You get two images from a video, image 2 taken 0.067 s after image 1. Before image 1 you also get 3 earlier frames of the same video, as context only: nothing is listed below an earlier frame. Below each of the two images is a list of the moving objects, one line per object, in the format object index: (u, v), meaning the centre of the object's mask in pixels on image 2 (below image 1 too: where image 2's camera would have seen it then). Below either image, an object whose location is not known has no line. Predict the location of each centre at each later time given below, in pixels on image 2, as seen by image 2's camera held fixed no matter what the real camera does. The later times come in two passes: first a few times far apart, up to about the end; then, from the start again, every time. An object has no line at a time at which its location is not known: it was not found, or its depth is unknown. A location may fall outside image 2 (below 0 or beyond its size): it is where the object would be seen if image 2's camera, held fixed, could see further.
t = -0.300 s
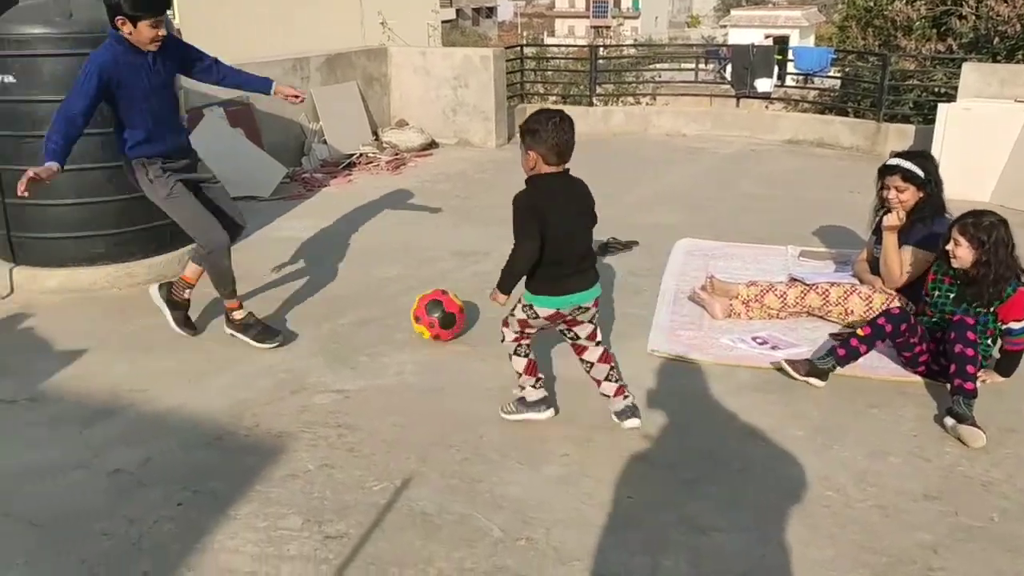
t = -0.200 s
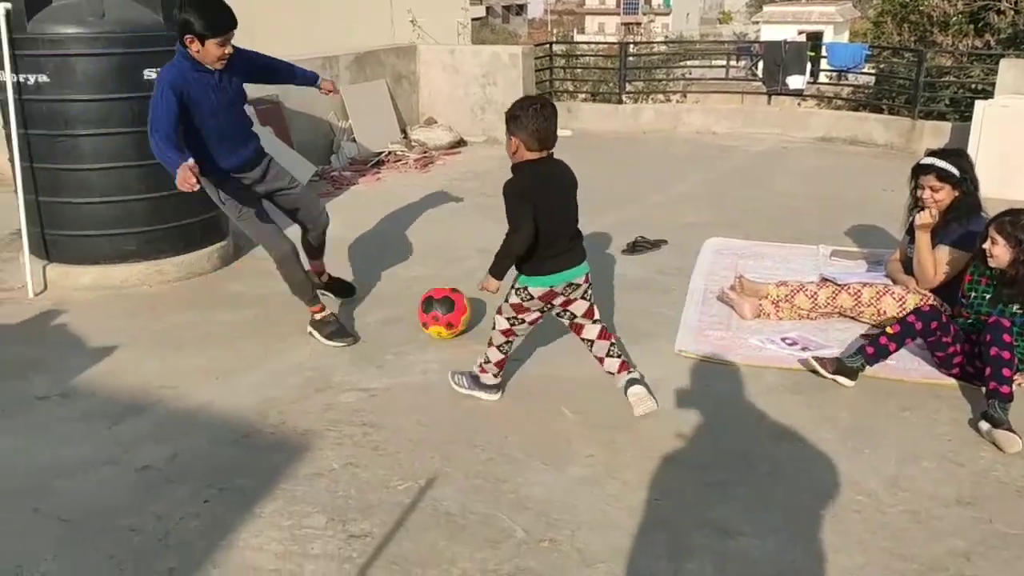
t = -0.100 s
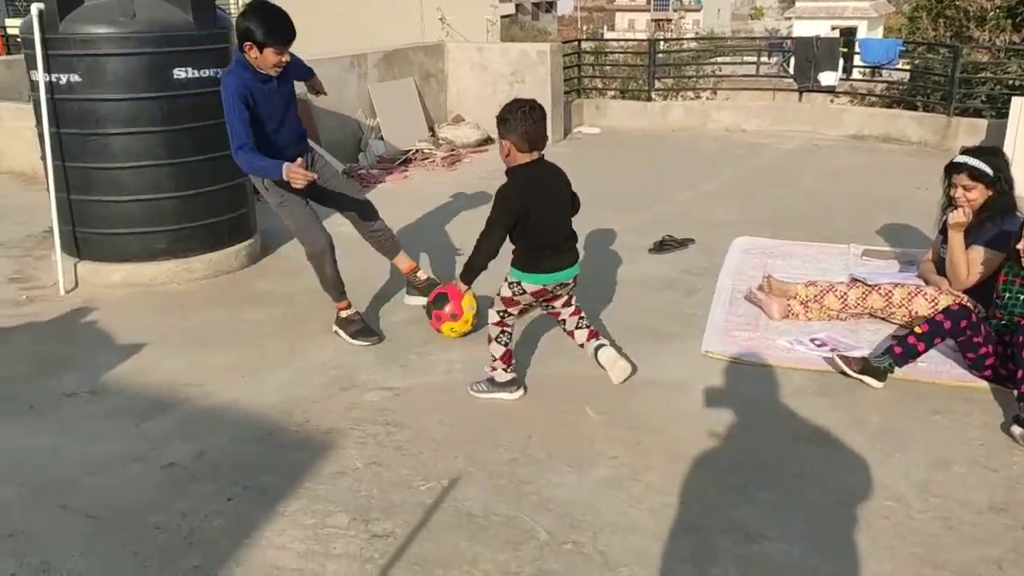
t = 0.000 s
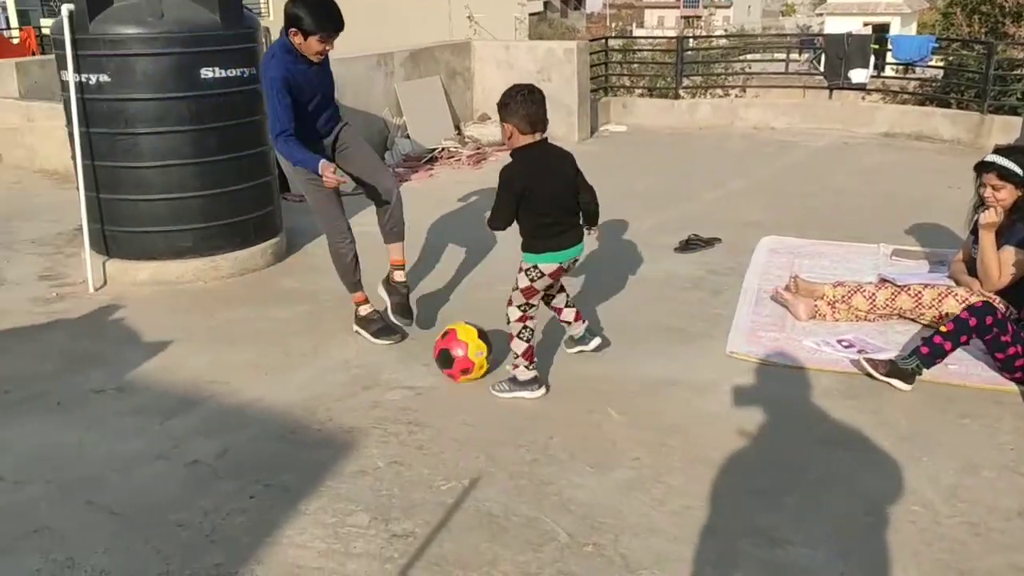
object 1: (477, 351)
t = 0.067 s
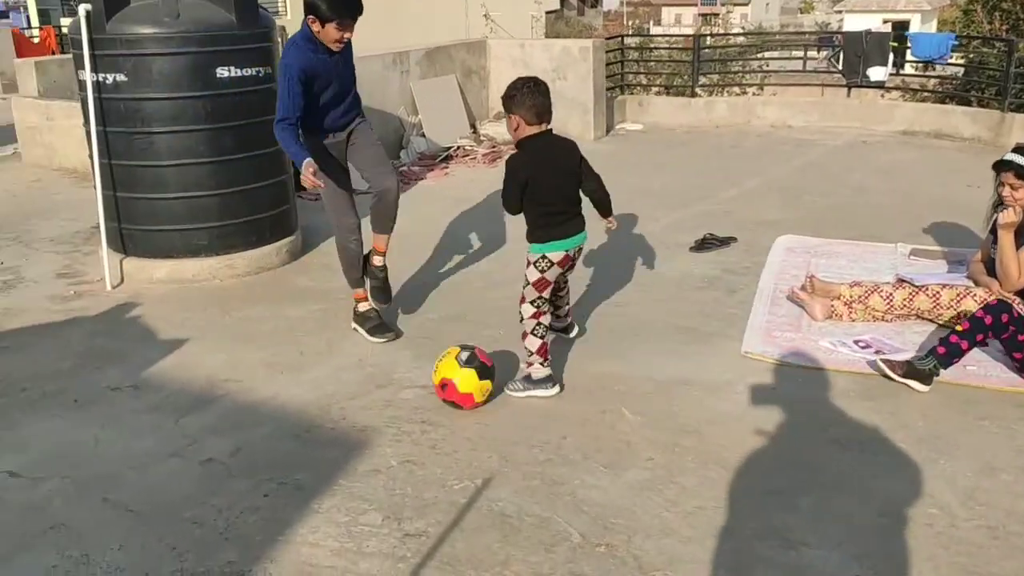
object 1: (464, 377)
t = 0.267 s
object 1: (421, 458)
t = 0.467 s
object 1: (364, 564)
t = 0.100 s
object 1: (457, 390)
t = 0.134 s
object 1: (450, 405)
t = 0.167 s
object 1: (443, 419)
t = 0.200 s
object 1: (437, 430)
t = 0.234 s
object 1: (429, 445)
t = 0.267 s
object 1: (421, 458)
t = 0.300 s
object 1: (412, 473)
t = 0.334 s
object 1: (404, 490)
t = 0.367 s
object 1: (394, 503)
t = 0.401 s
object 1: (385, 520)
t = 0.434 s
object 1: (374, 542)
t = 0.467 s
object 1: (364, 564)
